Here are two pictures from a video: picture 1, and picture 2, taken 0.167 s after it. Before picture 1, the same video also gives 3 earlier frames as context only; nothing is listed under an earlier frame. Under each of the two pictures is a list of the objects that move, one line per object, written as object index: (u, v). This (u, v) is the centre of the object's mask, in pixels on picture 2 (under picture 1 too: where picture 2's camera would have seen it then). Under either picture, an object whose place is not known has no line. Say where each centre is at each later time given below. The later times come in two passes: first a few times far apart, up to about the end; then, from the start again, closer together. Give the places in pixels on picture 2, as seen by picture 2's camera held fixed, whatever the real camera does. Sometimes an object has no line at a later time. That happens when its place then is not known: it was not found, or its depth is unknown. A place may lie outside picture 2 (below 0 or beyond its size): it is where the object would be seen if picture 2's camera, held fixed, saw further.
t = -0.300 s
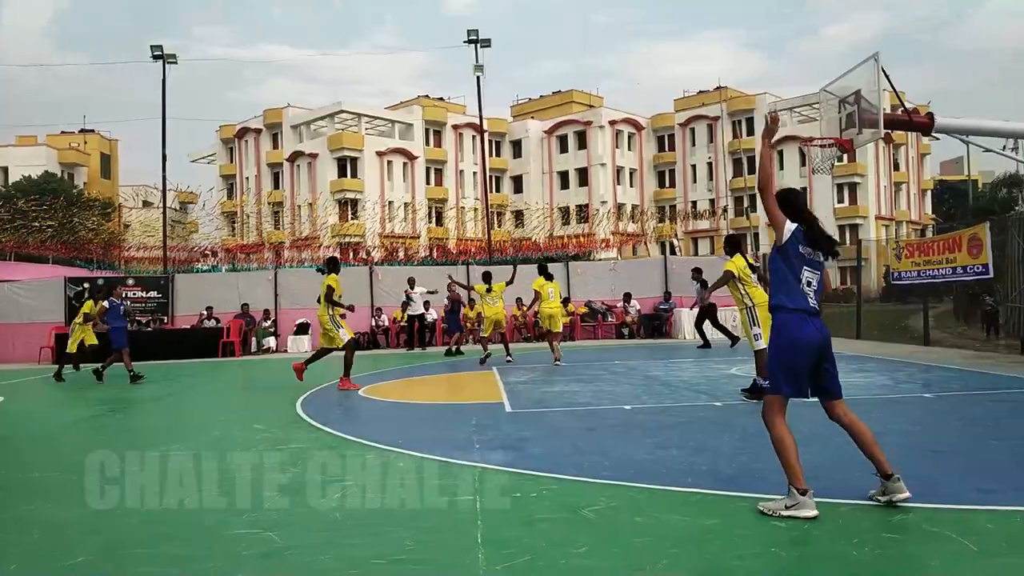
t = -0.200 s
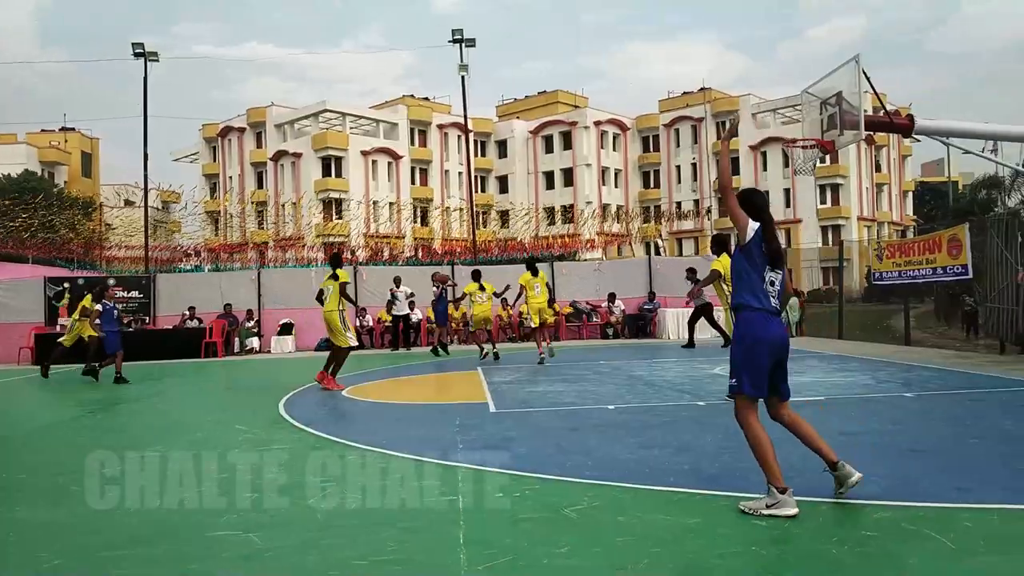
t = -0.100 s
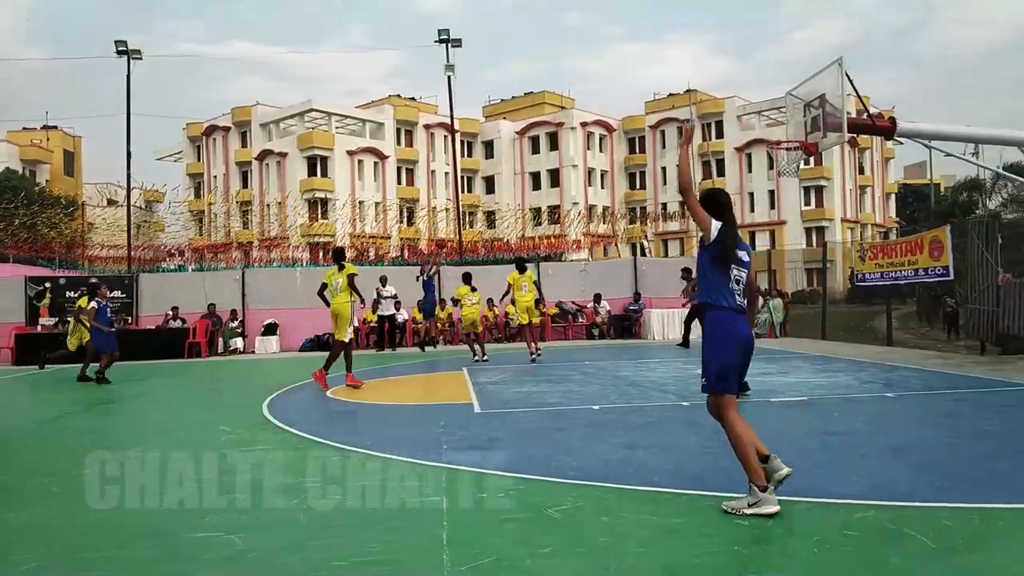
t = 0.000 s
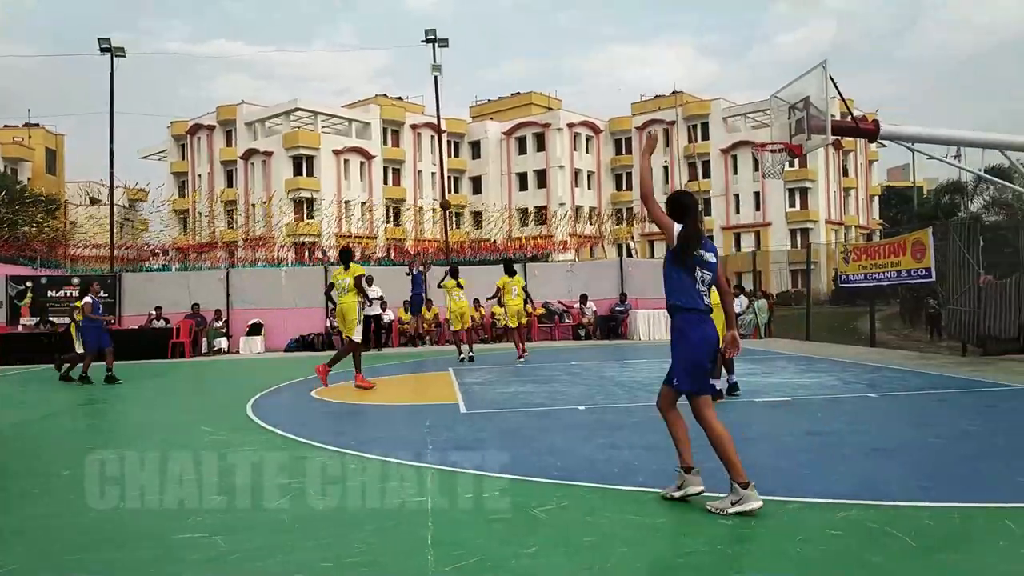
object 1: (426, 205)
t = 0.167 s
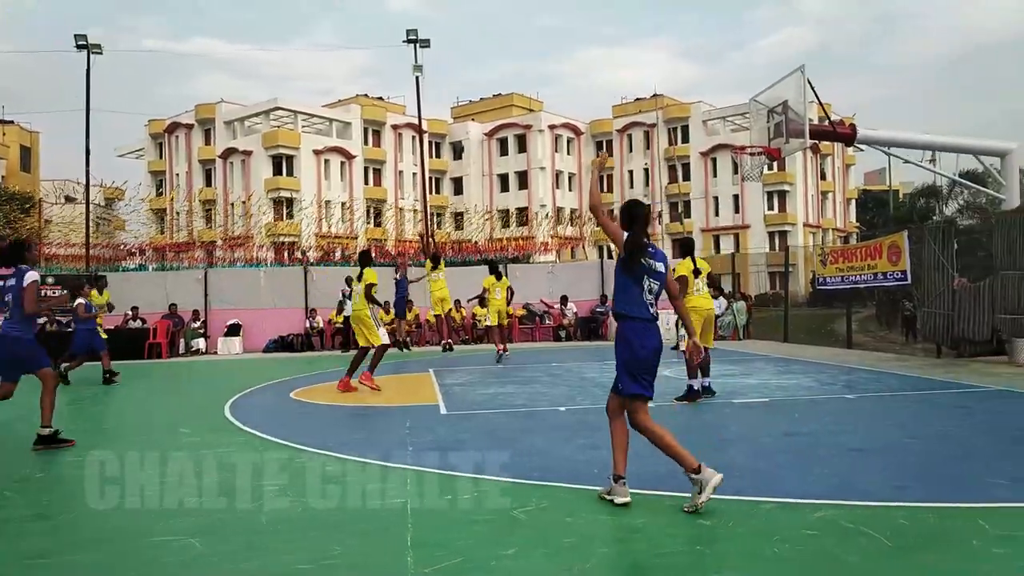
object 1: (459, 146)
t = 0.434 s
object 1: (514, 81)
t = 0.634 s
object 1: (563, 52)
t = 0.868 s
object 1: (626, 46)
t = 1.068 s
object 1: (685, 70)
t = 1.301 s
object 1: (763, 140)
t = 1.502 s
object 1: (761, 92)
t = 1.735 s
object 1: (728, 73)
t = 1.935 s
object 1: (699, 87)
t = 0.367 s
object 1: (499, 95)
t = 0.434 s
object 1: (514, 81)
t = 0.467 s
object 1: (522, 75)
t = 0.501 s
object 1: (530, 69)
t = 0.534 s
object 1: (538, 64)
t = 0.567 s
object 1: (546, 60)
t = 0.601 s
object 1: (554, 55)
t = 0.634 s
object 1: (563, 52)
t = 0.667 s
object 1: (571, 49)
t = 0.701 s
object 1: (580, 47)
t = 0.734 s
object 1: (589, 45)
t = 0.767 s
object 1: (598, 45)
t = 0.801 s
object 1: (607, 44)
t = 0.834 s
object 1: (616, 45)
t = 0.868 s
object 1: (626, 46)
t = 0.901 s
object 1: (635, 48)
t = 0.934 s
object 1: (645, 51)
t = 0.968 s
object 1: (654, 55)
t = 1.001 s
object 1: (664, 59)
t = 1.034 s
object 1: (674, 64)
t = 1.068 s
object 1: (685, 70)
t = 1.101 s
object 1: (696, 77)
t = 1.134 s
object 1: (707, 85)
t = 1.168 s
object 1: (717, 94)
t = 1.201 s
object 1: (729, 104)
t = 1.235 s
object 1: (740, 114)
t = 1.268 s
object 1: (752, 126)
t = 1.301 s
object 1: (763, 140)
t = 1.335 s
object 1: (769, 135)
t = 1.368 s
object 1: (775, 121)
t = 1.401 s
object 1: (774, 112)
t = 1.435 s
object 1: (770, 105)
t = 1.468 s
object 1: (765, 98)
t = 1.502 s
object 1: (761, 92)
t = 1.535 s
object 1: (756, 87)
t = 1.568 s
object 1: (751, 83)
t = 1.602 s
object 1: (746, 79)
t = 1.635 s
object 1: (742, 76)
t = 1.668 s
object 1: (737, 74)
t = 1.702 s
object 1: (732, 73)
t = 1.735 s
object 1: (728, 73)
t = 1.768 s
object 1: (723, 73)
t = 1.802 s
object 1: (718, 74)
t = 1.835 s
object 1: (714, 76)
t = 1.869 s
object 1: (709, 79)
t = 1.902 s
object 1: (704, 83)
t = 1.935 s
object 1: (699, 87)
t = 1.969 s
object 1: (695, 93)
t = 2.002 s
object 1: (690, 99)
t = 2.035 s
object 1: (685, 106)
